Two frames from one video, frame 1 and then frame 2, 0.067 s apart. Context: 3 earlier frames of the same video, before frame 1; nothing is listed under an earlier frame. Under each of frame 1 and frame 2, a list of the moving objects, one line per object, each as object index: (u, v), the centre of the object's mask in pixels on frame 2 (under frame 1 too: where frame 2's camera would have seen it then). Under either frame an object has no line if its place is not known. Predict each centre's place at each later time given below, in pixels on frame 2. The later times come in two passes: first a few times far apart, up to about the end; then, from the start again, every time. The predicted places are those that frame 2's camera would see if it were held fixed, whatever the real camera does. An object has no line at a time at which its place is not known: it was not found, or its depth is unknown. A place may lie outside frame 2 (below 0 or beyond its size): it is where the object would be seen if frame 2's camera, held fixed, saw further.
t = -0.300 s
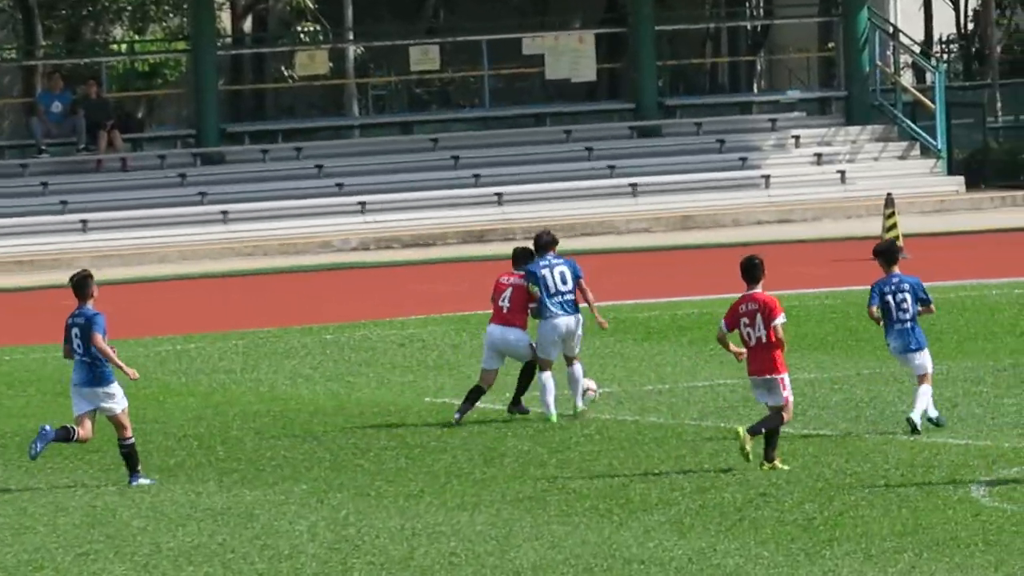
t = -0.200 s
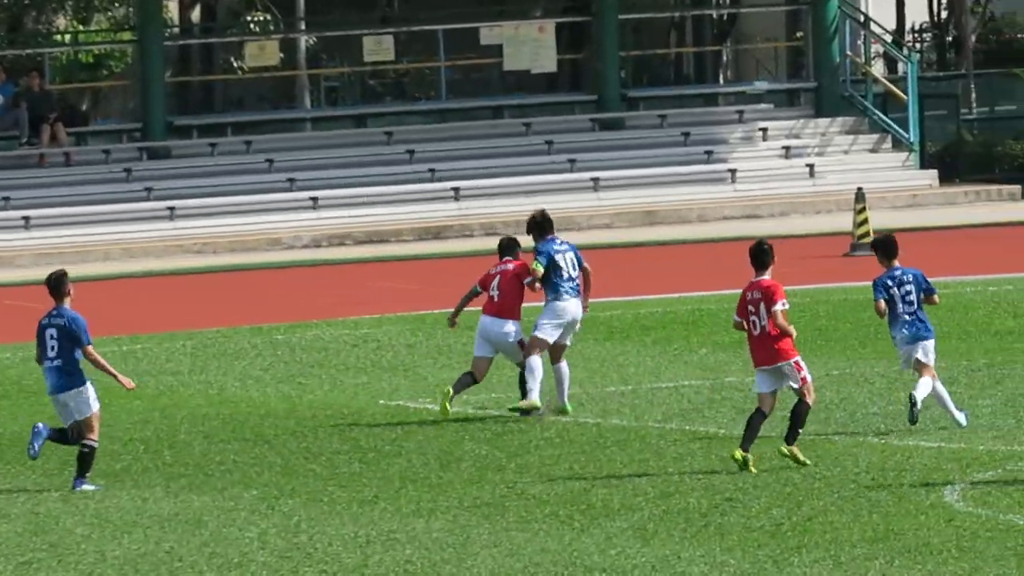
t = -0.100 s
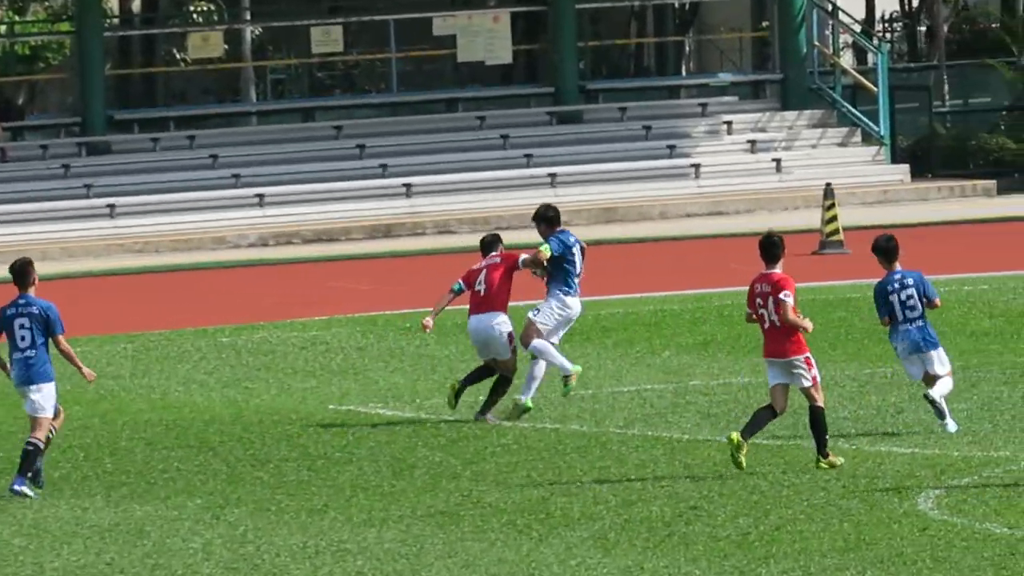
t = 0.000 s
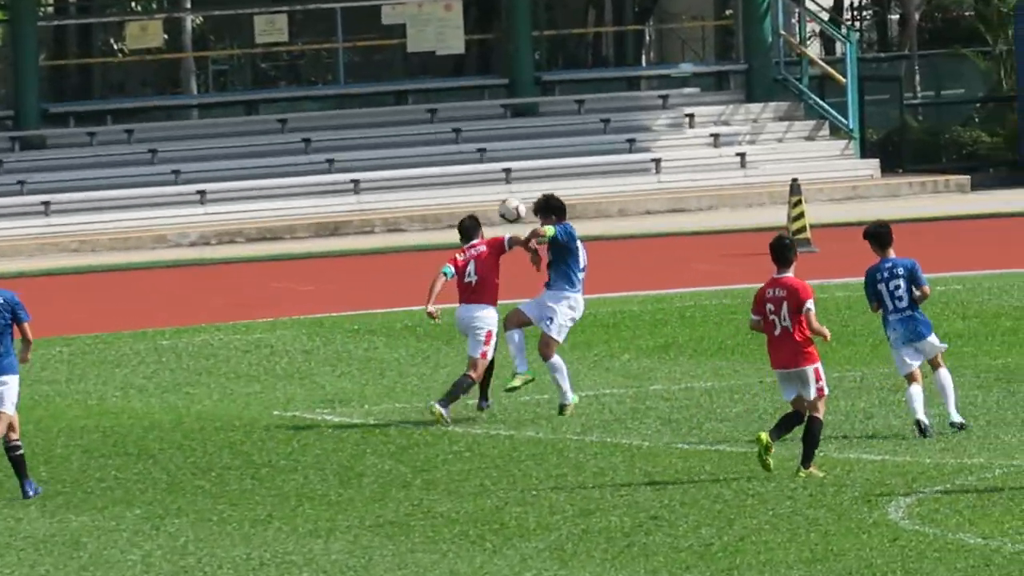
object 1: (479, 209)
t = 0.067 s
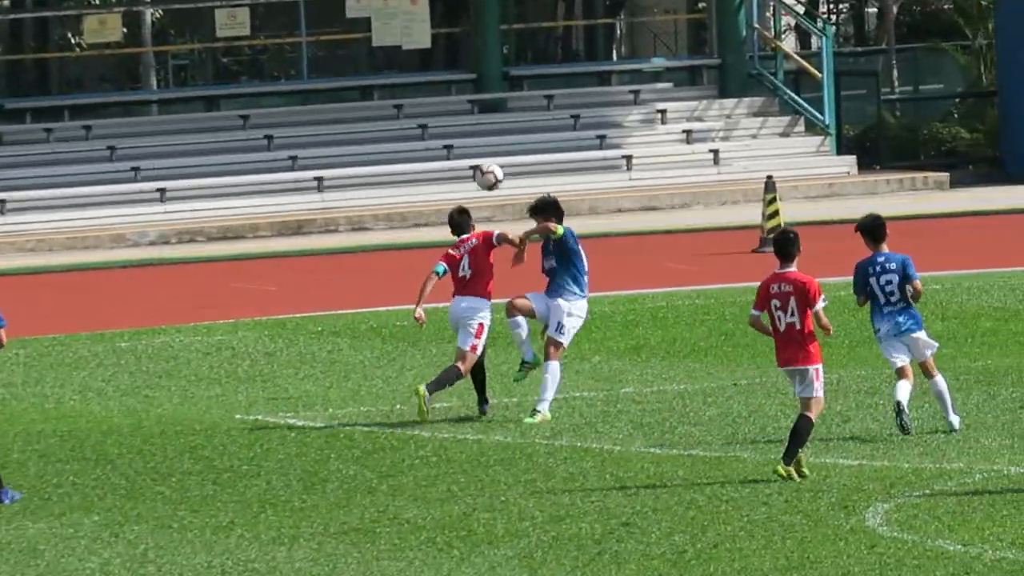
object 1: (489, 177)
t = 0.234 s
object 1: (509, 114)
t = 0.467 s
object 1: (529, 78)
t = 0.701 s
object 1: (545, 86)
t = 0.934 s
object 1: (558, 138)
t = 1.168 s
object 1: (567, 227)
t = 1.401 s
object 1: (569, 268)
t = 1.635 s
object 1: (561, 237)
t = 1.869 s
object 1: (556, 264)
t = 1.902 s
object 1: (556, 273)
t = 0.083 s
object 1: (494, 169)
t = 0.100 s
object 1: (495, 163)
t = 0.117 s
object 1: (496, 155)
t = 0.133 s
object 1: (500, 150)
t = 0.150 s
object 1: (502, 140)
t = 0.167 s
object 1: (504, 134)
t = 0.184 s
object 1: (507, 127)
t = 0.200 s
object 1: (508, 124)
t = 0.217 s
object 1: (509, 118)
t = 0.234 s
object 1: (509, 114)
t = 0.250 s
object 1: (510, 111)
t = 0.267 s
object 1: (512, 112)
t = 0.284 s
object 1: (513, 106)
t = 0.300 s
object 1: (515, 102)
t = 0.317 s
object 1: (517, 99)
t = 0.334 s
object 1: (518, 94)
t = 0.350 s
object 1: (519, 91)
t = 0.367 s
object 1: (521, 89)
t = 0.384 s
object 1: (522, 86)
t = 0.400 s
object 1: (523, 83)
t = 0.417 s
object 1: (524, 83)
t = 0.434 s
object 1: (526, 81)
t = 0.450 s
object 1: (527, 79)
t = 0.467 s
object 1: (529, 78)
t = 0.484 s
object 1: (530, 77)
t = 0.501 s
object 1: (531, 76)
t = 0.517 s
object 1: (533, 76)
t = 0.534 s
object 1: (533, 76)
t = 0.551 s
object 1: (535, 76)
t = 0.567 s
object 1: (536, 76)
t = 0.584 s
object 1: (537, 76)
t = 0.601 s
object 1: (539, 78)
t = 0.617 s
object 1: (540, 78)
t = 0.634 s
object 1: (541, 80)
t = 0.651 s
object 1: (542, 81)
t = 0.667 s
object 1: (543, 82)
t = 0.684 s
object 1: (544, 84)
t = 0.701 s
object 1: (545, 86)
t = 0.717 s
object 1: (546, 88)
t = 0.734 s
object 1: (548, 91)
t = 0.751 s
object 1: (548, 94)
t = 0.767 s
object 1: (549, 97)
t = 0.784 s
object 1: (550, 100)
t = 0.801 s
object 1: (551, 104)
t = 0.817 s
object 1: (552, 107)
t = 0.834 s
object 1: (553, 110)
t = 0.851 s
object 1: (554, 115)
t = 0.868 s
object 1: (555, 119)
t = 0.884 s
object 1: (556, 123)
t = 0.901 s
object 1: (556, 128)
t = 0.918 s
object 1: (557, 133)
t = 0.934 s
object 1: (558, 138)
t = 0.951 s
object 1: (558, 143)
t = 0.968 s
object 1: (559, 149)
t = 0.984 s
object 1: (560, 153)
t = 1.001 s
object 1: (561, 159)
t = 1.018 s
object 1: (562, 165)
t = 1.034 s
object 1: (562, 172)
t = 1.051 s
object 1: (562, 178)
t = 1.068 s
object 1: (563, 185)
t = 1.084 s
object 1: (564, 191)
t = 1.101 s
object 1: (565, 198)
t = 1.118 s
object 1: (566, 205)
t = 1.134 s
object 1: (566, 212)
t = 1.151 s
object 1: (566, 220)
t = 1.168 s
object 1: (567, 227)
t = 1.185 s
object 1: (568, 235)
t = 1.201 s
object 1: (569, 243)
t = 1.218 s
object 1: (569, 250)
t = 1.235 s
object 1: (570, 258)
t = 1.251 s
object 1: (570, 266)
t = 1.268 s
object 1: (571, 275)
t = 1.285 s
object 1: (571, 283)
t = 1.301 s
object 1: (571, 291)
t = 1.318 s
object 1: (571, 292)
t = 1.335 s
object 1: (571, 288)
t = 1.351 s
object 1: (570, 283)
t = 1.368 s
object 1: (570, 278)
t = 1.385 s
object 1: (569, 273)
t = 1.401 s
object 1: (569, 268)
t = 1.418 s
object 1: (568, 265)
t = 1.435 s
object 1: (567, 261)
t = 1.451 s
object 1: (567, 257)
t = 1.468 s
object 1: (567, 253)
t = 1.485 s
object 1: (566, 250)
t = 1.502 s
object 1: (565, 247)
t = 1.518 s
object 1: (565, 245)
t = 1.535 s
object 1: (565, 243)
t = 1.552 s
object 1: (564, 241)
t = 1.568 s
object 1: (564, 239)
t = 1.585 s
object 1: (563, 239)
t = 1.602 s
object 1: (562, 238)
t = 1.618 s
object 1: (562, 238)
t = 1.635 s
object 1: (561, 237)
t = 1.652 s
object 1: (561, 237)
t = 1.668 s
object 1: (560, 237)
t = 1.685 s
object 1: (560, 239)
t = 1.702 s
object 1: (560, 239)
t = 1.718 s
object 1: (559, 241)
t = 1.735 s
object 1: (559, 242)
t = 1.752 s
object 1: (559, 243)
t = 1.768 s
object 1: (559, 245)
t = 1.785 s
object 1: (558, 248)
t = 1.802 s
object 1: (558, 251)
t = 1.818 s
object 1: (558, 253)
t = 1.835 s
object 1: (557, 256)
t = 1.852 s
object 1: (557, 260)
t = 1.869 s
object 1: (556, 264)
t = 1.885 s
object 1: (556, 268)
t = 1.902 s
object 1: (556, 273)
